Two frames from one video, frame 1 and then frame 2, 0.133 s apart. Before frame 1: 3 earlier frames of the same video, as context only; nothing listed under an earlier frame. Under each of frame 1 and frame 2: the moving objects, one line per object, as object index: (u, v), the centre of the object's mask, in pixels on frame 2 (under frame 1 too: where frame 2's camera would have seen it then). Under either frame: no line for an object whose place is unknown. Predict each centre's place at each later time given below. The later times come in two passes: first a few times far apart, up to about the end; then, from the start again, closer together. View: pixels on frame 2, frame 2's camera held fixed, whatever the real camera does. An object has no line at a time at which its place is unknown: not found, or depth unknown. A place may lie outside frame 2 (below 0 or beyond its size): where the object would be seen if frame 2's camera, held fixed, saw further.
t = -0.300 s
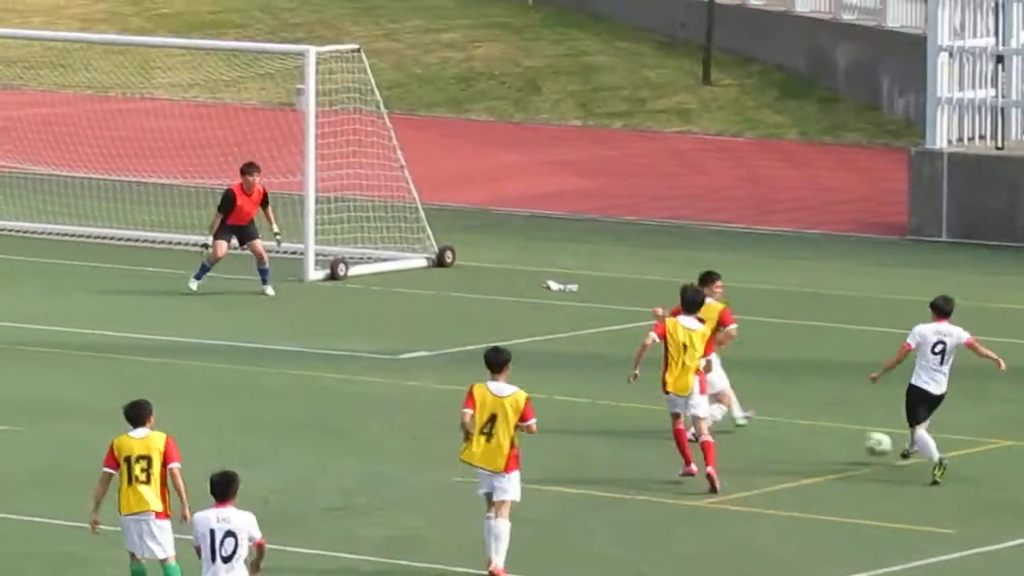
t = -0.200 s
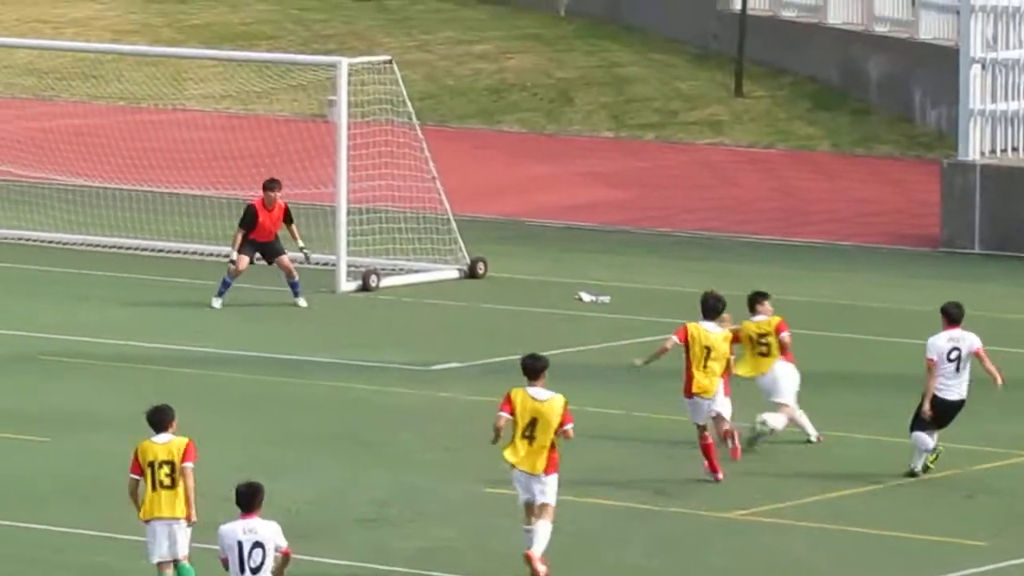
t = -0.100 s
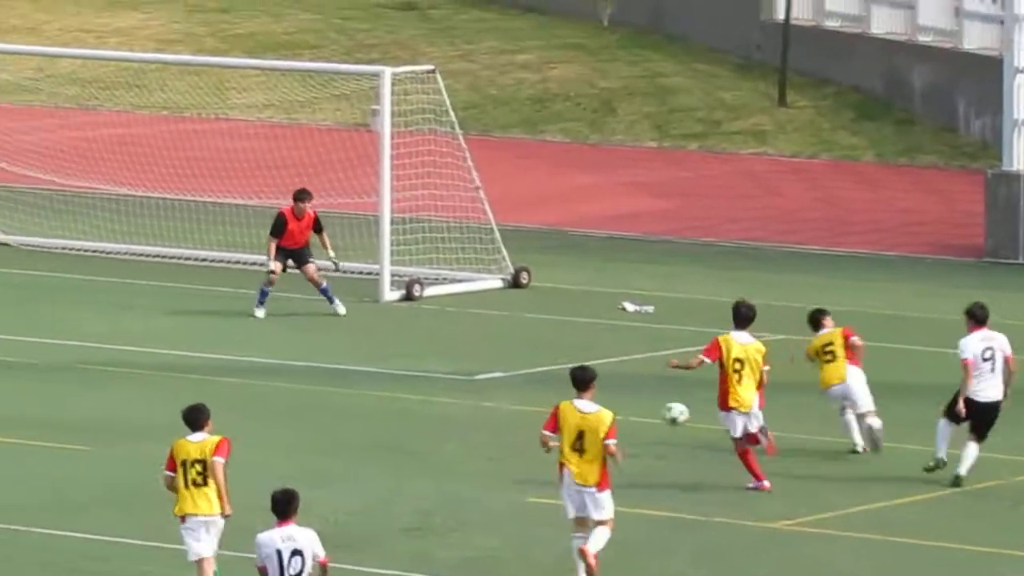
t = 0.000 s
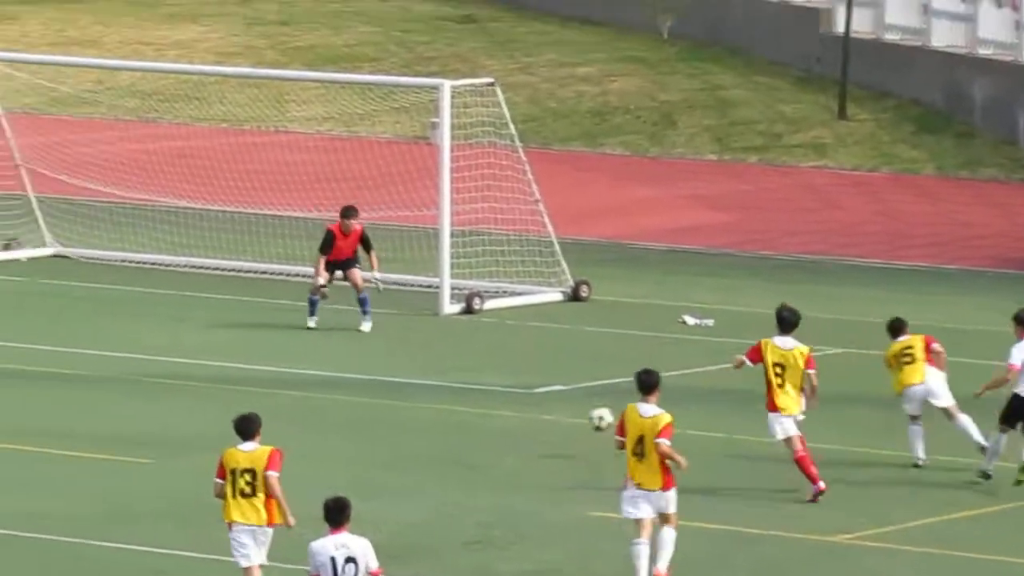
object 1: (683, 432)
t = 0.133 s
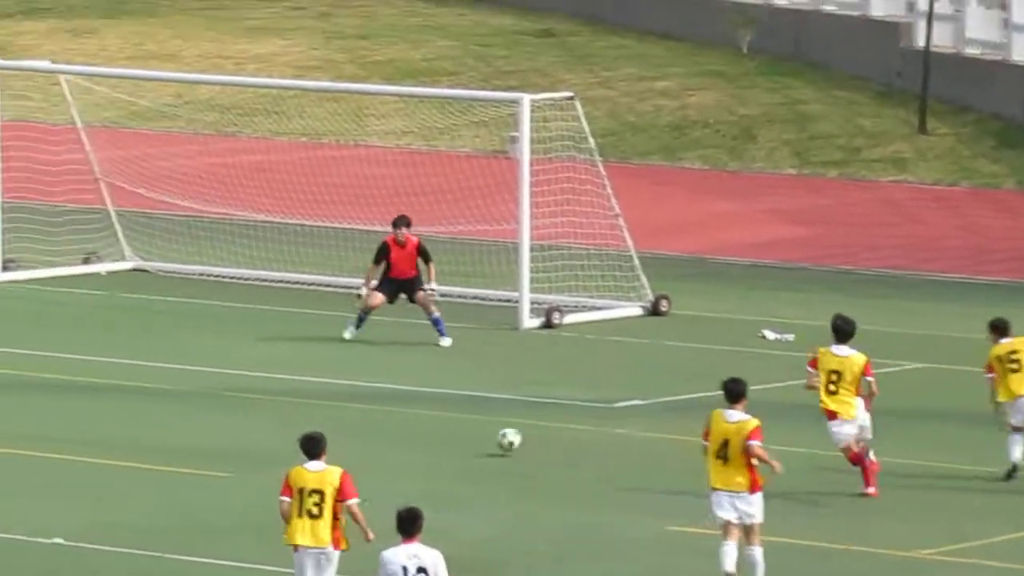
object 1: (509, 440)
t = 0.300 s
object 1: (347, 405)
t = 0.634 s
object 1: (65, 408)
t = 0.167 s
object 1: (469, 441)
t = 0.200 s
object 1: (439, 430)
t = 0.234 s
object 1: (407, 419)
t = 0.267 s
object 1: (378, 411)
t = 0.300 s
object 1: (347, 405)
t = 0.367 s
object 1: (289, 394)
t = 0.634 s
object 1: (65, 408)
